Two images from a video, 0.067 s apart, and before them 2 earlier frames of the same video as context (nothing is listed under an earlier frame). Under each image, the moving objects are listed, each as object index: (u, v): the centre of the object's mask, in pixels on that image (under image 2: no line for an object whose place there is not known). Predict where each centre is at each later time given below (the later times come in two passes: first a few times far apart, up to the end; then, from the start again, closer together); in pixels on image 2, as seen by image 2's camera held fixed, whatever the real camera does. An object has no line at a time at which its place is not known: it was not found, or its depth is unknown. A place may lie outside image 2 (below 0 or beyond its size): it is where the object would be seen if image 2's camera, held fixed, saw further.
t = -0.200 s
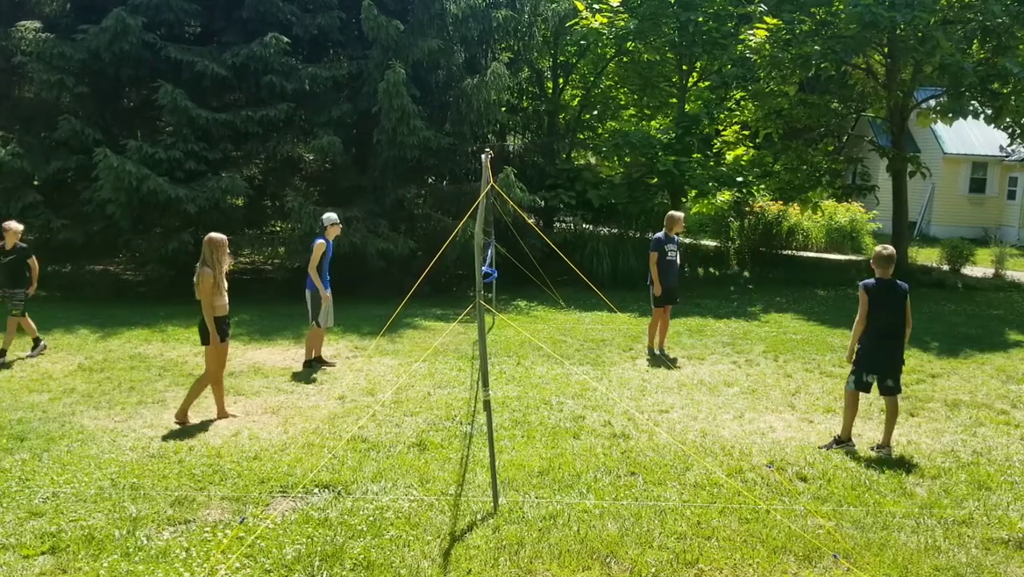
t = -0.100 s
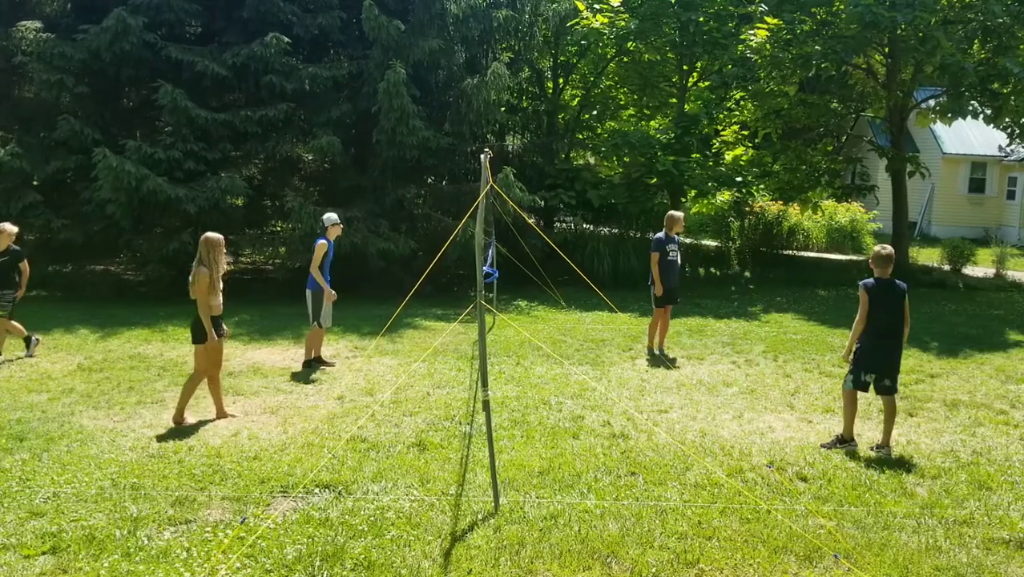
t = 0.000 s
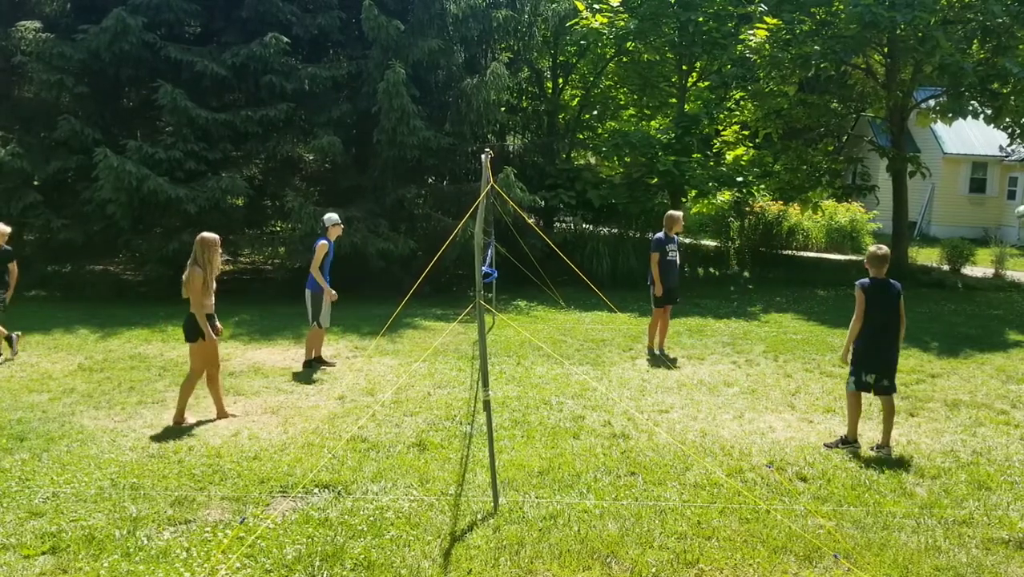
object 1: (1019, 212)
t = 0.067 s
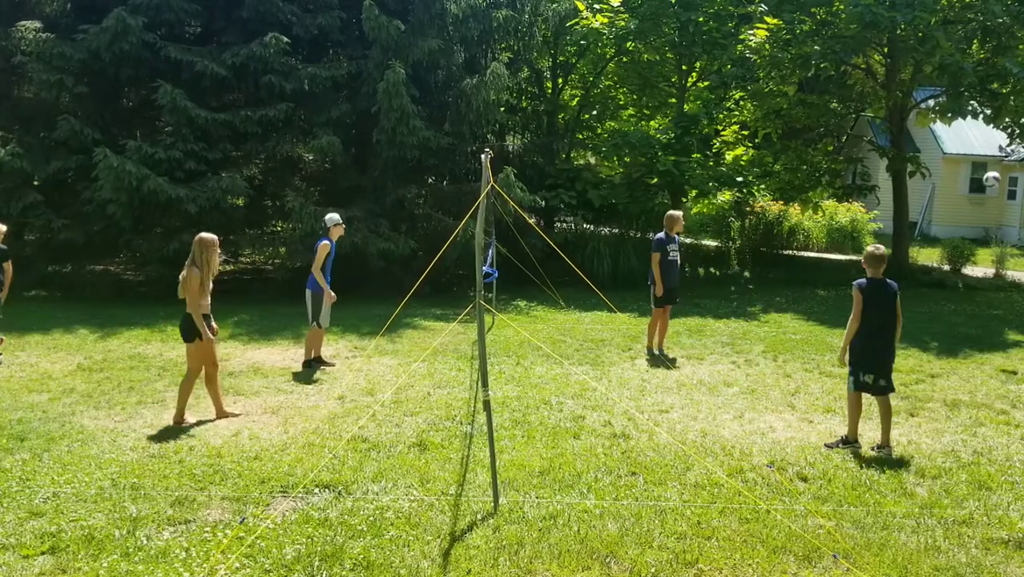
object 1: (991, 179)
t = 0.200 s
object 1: (922, 121)
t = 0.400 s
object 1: (811, 61)
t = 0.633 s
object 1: (669, 30)
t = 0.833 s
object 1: (565, 35)
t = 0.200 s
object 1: (922, 121)
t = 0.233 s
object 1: (905, 111)
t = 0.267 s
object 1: (886, 99)
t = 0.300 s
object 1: (867, 88)
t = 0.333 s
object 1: (849, 78)
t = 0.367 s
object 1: (830, 70)
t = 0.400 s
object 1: (811, 61)
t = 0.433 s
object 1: (790, 55)
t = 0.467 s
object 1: (771, 48)
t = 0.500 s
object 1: (751, 43)
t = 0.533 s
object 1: (730, 39)
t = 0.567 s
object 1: (710, 35)
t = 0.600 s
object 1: (690, 32)
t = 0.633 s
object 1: (669, 30)
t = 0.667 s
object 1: (649, 29)
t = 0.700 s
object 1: (639, 29)
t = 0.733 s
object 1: (619, 30)
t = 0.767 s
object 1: (597, 31)
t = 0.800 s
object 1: (577, 33)
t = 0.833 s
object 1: (565, 35)
